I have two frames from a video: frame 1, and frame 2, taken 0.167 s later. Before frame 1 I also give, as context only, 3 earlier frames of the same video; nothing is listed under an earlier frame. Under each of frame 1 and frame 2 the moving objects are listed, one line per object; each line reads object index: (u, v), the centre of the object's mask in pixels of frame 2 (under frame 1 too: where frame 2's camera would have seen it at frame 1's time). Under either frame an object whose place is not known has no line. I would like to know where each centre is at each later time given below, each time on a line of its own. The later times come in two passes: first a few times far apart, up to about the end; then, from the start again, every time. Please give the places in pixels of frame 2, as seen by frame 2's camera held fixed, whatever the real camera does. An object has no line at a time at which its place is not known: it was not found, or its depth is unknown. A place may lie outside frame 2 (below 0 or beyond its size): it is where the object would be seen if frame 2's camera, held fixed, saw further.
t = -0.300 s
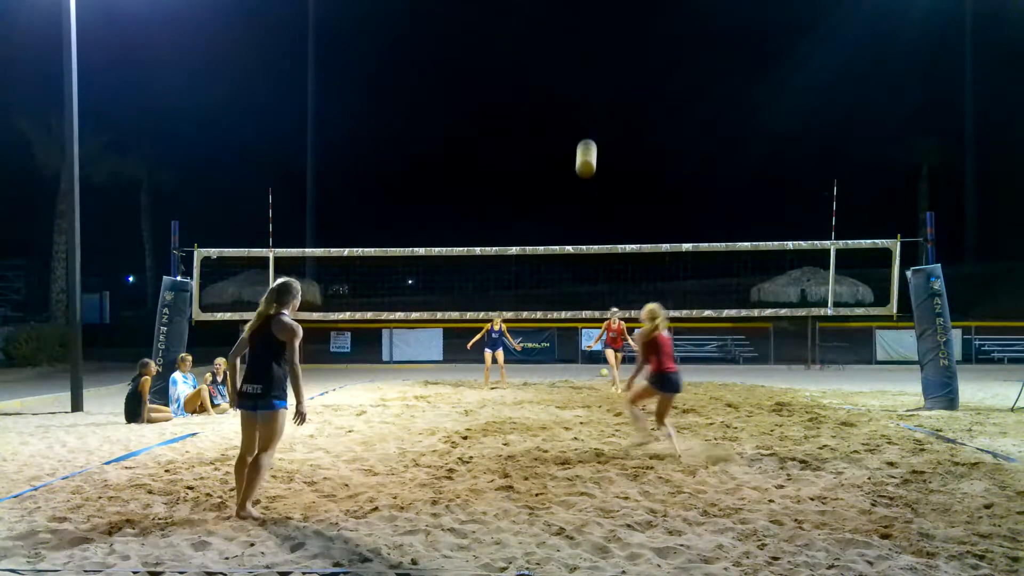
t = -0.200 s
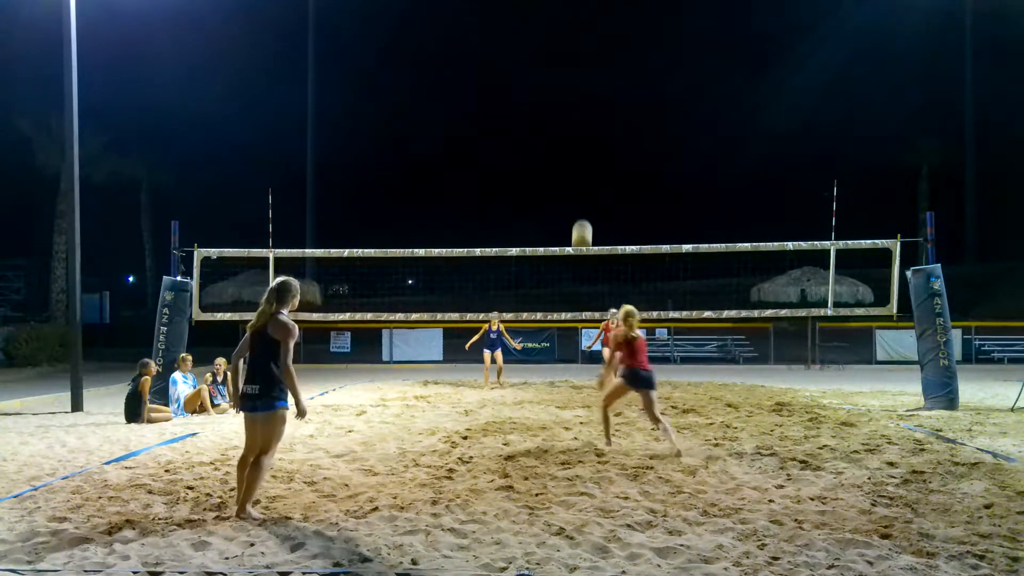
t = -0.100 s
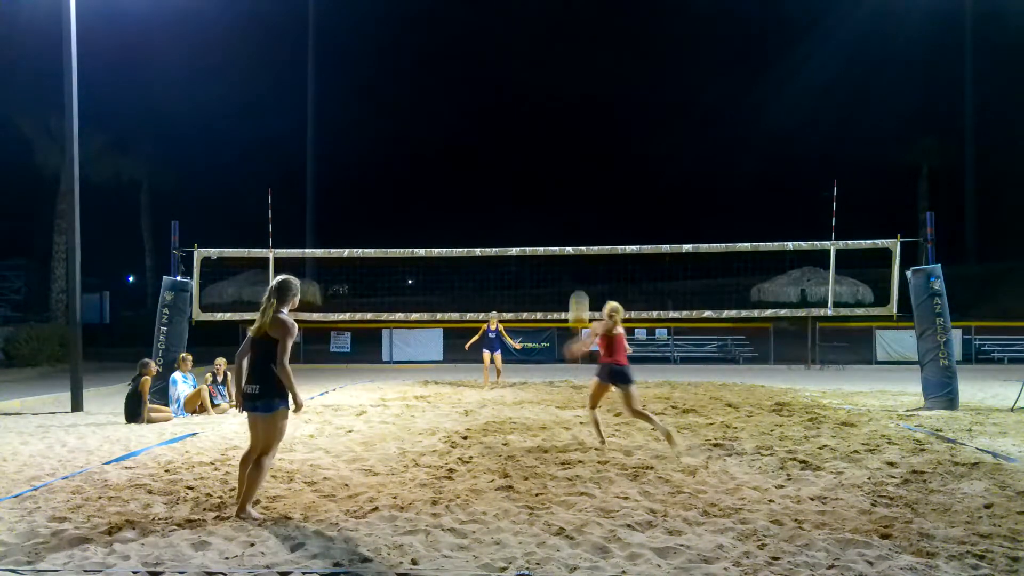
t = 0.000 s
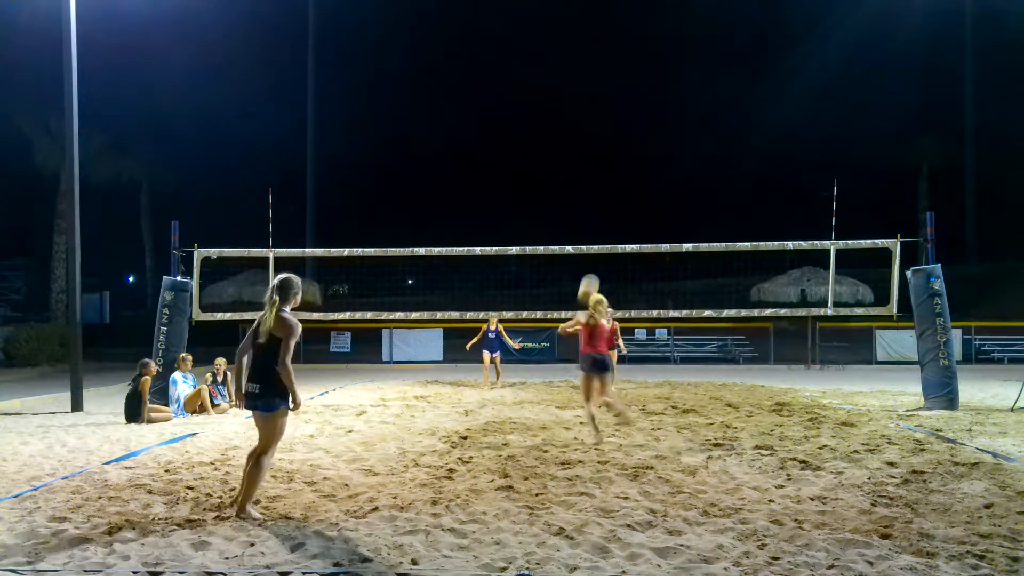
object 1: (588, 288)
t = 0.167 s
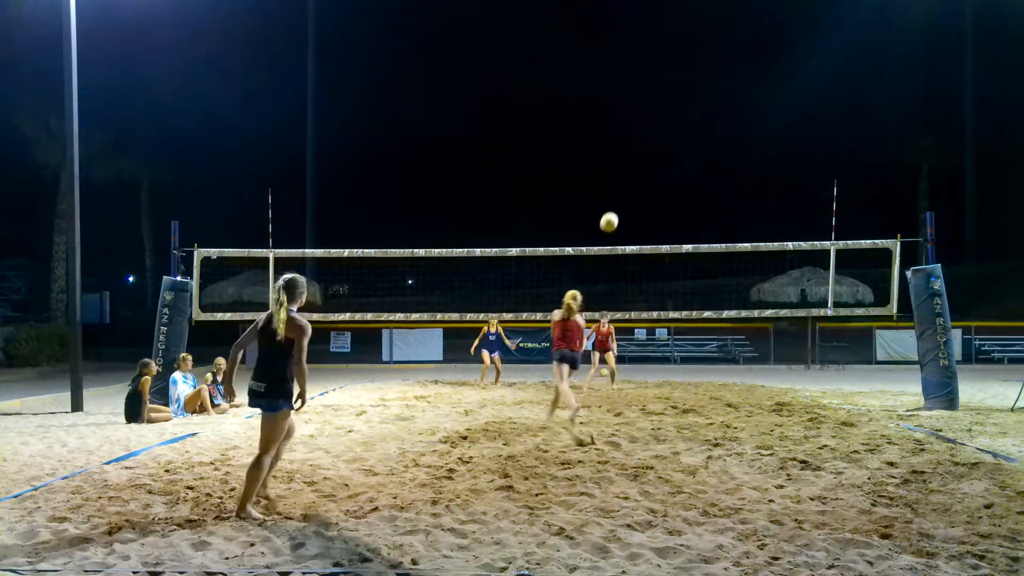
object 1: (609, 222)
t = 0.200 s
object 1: (612, 213)
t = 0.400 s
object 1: (632, 184)
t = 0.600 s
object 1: (647, 184)
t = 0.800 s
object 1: (661, 208)
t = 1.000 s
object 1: (671, 242)
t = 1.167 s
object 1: (680, 291)
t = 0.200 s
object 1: (612, 213)
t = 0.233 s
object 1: (615, 207)
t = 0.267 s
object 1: (619, 200)
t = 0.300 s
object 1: (622, 195)
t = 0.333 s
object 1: (626, 190)
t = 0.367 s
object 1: (629, 187)
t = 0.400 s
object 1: (632, 184)
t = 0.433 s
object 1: (635, 182)
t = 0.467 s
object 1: (637, 181)
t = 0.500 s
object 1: (640, 181)
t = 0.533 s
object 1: (642, 181)
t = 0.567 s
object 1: (645, 183)
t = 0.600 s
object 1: (647, 184)
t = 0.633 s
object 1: (650, 187)
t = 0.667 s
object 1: (652, 190)
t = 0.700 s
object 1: (654, 193)
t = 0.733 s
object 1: (656, 197)
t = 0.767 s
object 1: (658, 202)
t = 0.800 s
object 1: (661, 208)
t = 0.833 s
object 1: (663, 214)
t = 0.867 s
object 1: (664, 219)
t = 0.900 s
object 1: (666, 225)
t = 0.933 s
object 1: (668, 232)
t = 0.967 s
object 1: (669, 238)
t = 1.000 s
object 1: (671, 242)
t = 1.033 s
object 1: (673, 257)
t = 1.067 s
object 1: (675, 263)
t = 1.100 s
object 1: (676, 272)
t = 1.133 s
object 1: (678, 282)
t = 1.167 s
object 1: (680, 291)
